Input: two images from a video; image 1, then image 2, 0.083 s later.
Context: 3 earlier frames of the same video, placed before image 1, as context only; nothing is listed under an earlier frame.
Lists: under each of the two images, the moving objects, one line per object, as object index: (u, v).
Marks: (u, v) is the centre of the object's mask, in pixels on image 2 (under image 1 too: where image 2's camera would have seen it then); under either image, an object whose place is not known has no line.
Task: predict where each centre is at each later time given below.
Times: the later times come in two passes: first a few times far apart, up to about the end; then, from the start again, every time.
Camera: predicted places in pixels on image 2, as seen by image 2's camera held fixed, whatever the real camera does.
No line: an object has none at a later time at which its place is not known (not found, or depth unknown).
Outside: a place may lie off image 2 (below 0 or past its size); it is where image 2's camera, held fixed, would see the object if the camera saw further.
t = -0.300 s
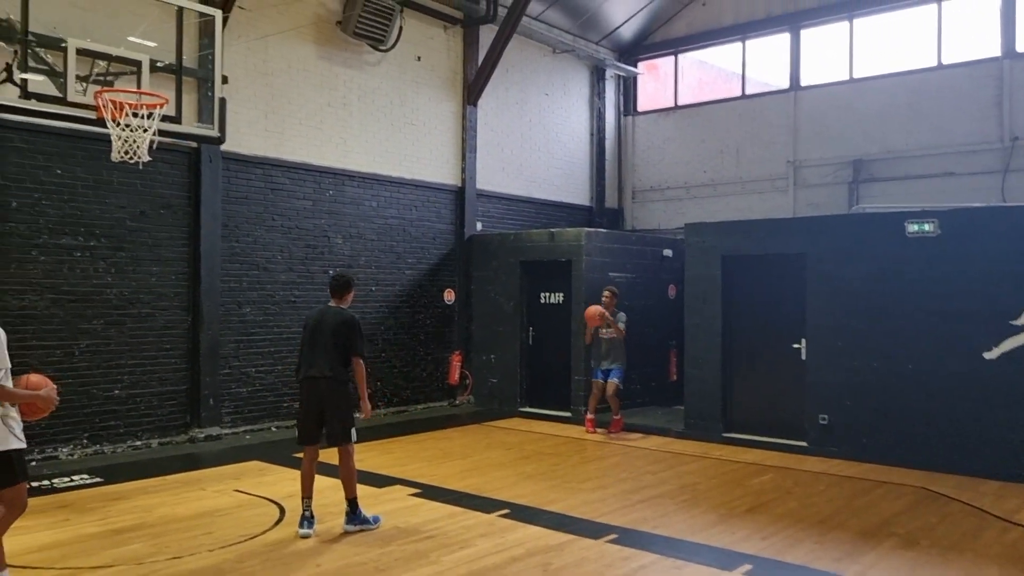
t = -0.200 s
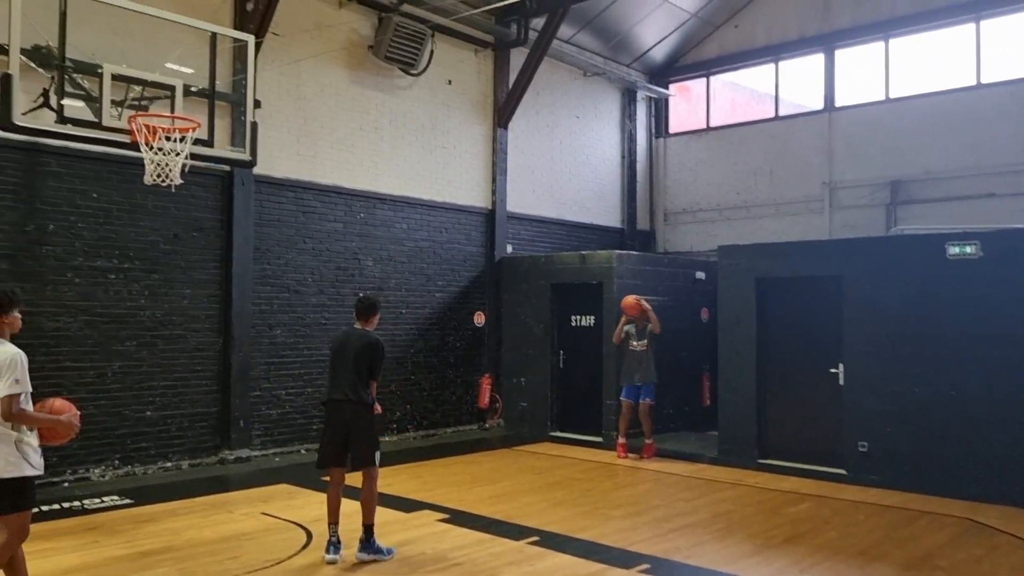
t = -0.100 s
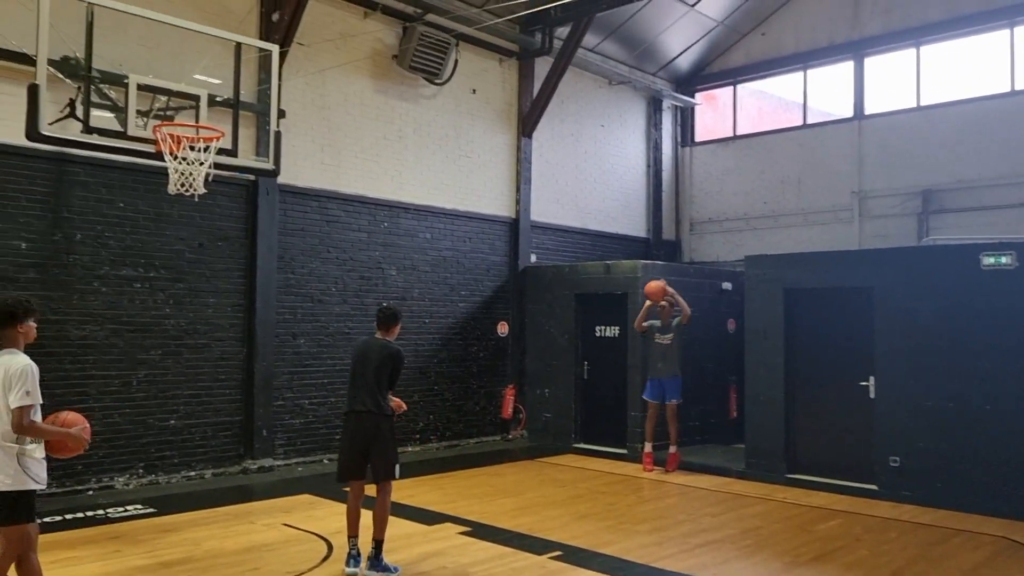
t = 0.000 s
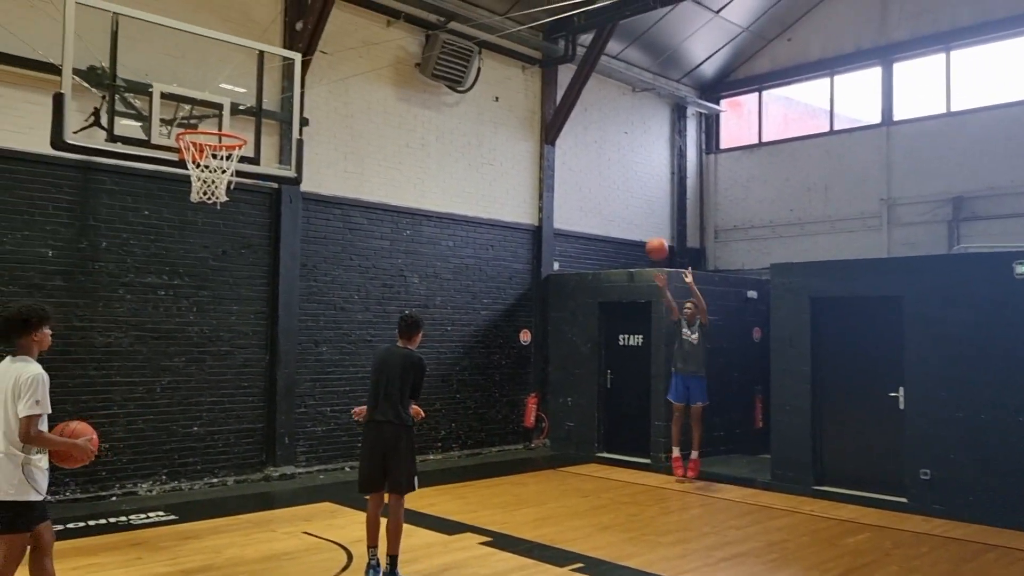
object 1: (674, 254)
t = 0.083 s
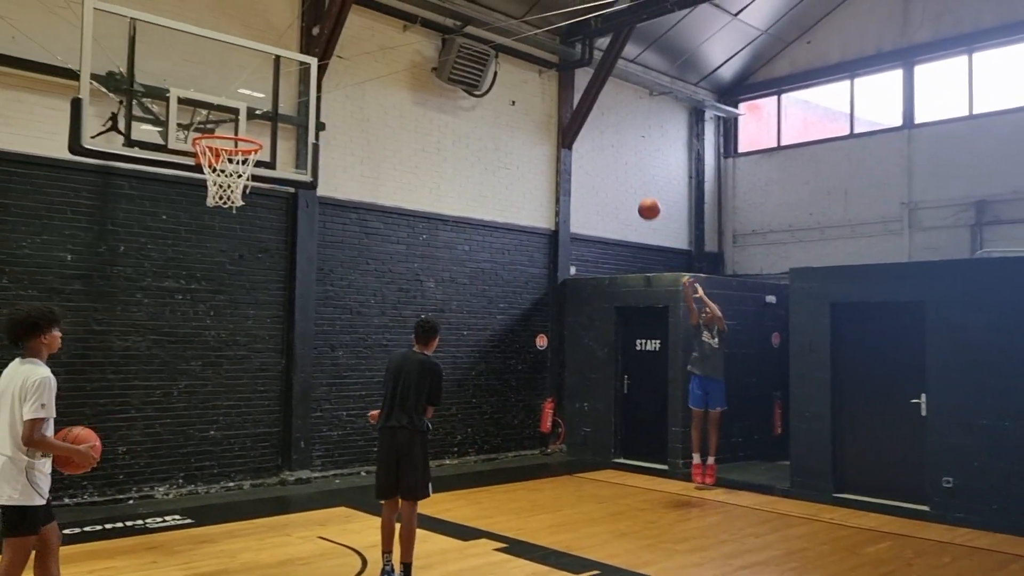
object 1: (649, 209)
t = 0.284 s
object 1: (583, 122)
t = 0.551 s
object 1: (481, 54)
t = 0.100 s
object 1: (644, 201)
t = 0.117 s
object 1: (639, 193)
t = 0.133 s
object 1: (633, 185)
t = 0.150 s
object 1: (628, 177)
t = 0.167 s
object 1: (622, 170)
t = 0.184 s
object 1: (617, 162)
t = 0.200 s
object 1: (611, 155)
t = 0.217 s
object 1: (606, 148)
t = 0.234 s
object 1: (600, 141)
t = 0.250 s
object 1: (594, 135)
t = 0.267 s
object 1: (589, 128)
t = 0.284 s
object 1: (583, 122)
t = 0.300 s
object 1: (577, 117)
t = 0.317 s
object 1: (571, 111)
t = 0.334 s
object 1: (565, 106)
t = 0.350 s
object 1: (559, 100)
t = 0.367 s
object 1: (553, 95)
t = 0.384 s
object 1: (547, 90)
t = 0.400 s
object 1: (540, 85)
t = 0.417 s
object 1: (534, 81)
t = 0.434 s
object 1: (528, 77)
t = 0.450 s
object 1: (521, 73)
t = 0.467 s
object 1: (515, 69)
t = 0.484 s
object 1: (508, 65)
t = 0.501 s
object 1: (501, 62)
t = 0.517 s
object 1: (494, 59)
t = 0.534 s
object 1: (487, 56)
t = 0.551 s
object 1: (481, 54)
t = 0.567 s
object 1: (473, 51)
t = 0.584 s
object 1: (466, 49)
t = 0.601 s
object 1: (459, 48)
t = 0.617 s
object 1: (452, 46)
